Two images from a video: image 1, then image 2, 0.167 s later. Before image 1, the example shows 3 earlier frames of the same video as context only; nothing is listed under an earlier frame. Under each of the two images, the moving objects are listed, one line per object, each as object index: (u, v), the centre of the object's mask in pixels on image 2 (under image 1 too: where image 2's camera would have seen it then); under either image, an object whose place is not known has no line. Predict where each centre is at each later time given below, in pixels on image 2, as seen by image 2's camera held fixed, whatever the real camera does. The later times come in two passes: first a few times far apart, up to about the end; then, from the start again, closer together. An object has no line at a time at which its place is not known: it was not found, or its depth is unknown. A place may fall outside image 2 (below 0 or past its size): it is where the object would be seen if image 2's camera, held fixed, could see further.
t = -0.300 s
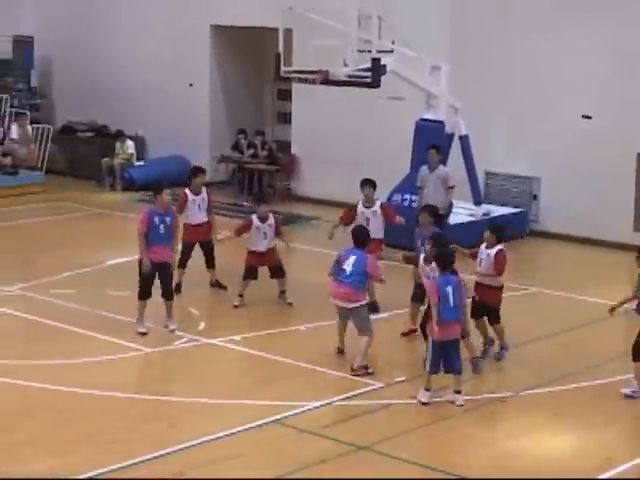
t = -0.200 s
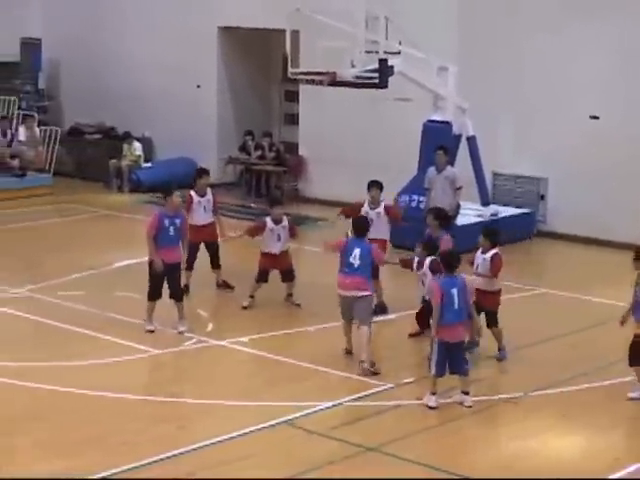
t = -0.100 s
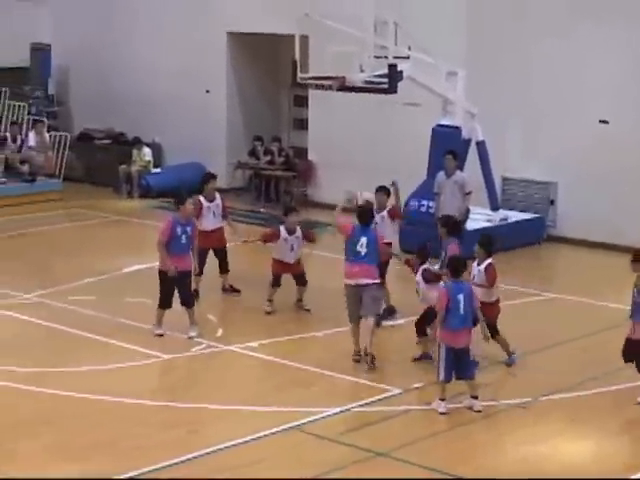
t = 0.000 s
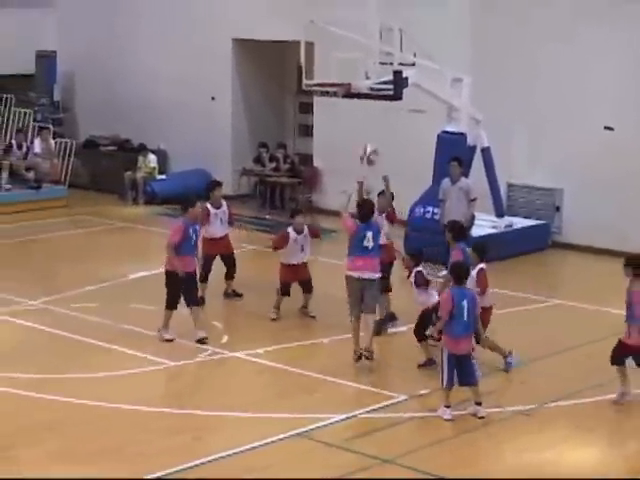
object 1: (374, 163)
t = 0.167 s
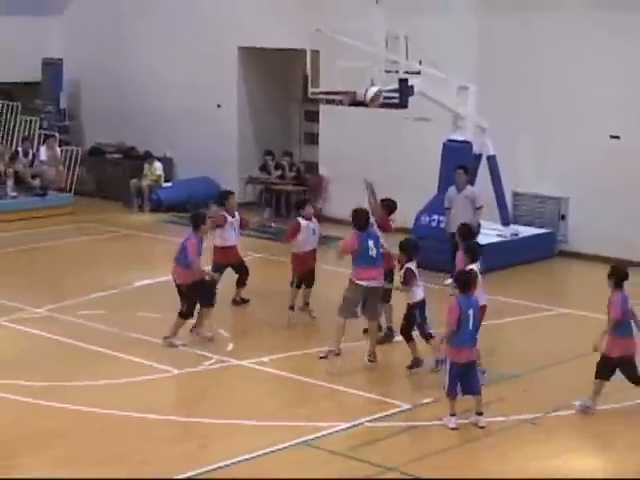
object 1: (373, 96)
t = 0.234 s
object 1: (373, 78)
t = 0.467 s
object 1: (371, 45)
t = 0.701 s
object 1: (369, 55)
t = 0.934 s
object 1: (362, 97)
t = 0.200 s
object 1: (373, 85)
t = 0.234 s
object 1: (373, 78)
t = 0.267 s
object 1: (372, 69)
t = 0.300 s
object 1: (373, 63)
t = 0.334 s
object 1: (373, 56)
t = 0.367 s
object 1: (373, 52)
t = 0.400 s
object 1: (372, 49)
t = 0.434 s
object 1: (372, 47)
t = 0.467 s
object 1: (371, 45)
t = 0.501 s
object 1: (370, 43)
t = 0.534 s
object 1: (370, 43)
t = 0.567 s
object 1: (370, 44)
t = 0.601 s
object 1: (369, 46)
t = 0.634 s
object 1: (369, 48)
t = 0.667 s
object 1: (369, 51)
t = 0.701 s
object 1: (369, 55)
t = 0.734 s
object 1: (368, 60)
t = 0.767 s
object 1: (367, 65)
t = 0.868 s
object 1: (365, 89)
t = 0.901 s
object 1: (366, 97)
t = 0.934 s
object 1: (362, 97)
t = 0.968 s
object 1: (357, 101)
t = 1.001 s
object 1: (360, 105)
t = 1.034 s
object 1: (361, 111)
